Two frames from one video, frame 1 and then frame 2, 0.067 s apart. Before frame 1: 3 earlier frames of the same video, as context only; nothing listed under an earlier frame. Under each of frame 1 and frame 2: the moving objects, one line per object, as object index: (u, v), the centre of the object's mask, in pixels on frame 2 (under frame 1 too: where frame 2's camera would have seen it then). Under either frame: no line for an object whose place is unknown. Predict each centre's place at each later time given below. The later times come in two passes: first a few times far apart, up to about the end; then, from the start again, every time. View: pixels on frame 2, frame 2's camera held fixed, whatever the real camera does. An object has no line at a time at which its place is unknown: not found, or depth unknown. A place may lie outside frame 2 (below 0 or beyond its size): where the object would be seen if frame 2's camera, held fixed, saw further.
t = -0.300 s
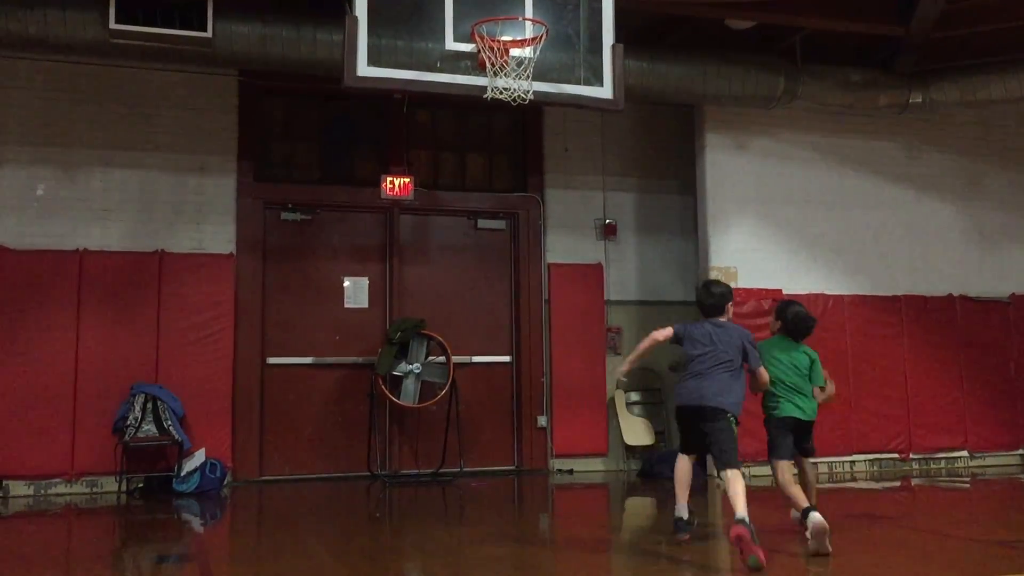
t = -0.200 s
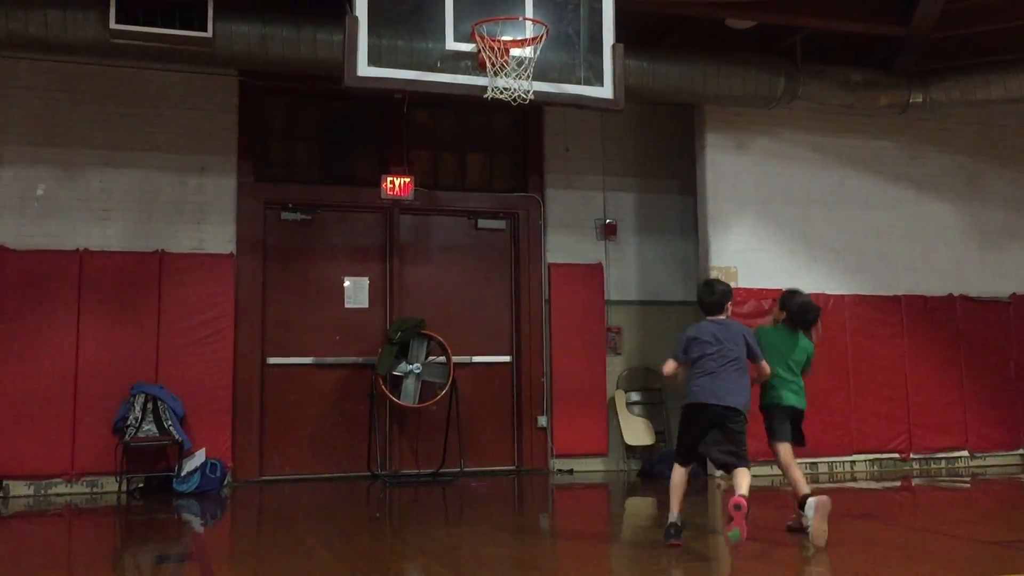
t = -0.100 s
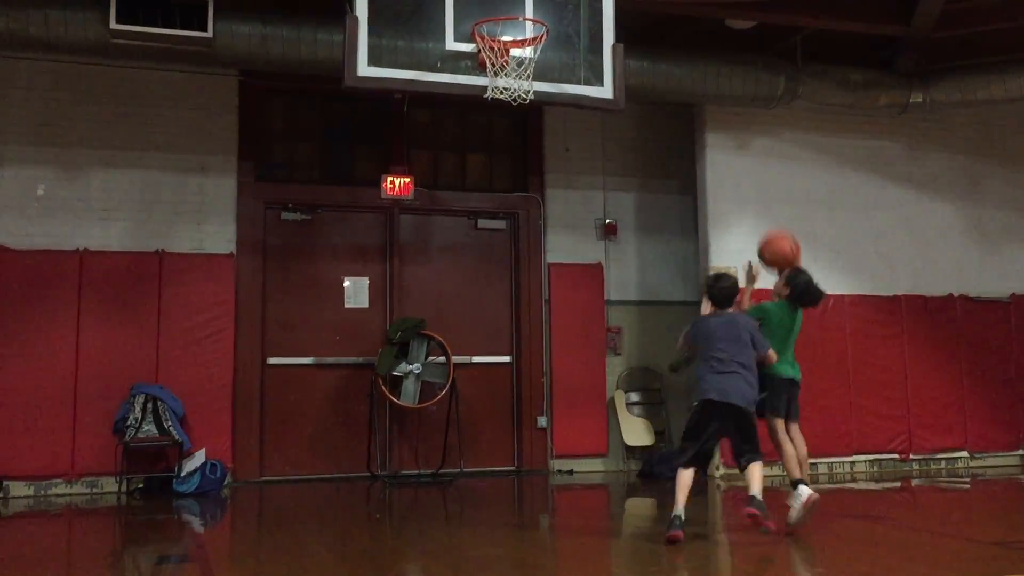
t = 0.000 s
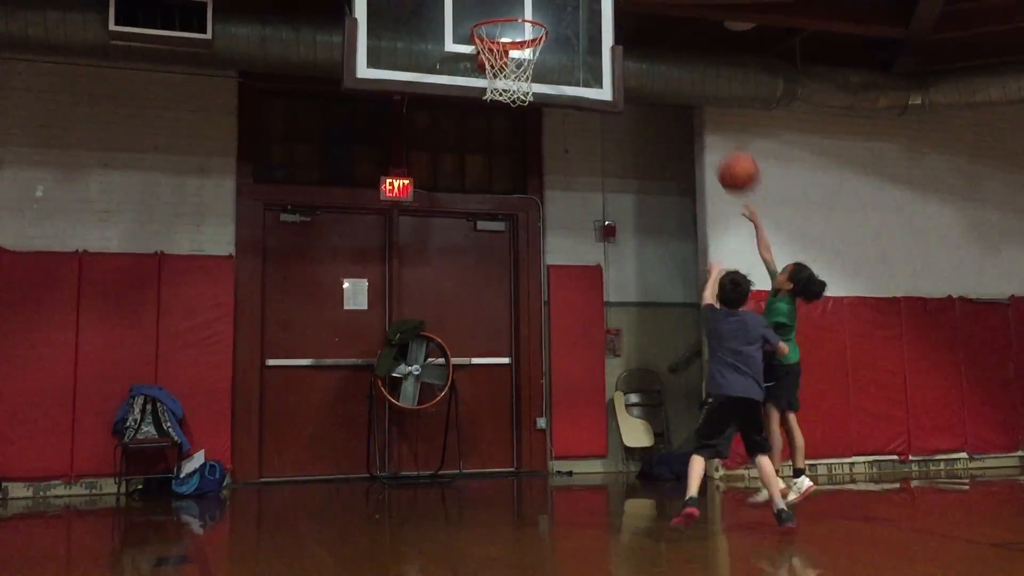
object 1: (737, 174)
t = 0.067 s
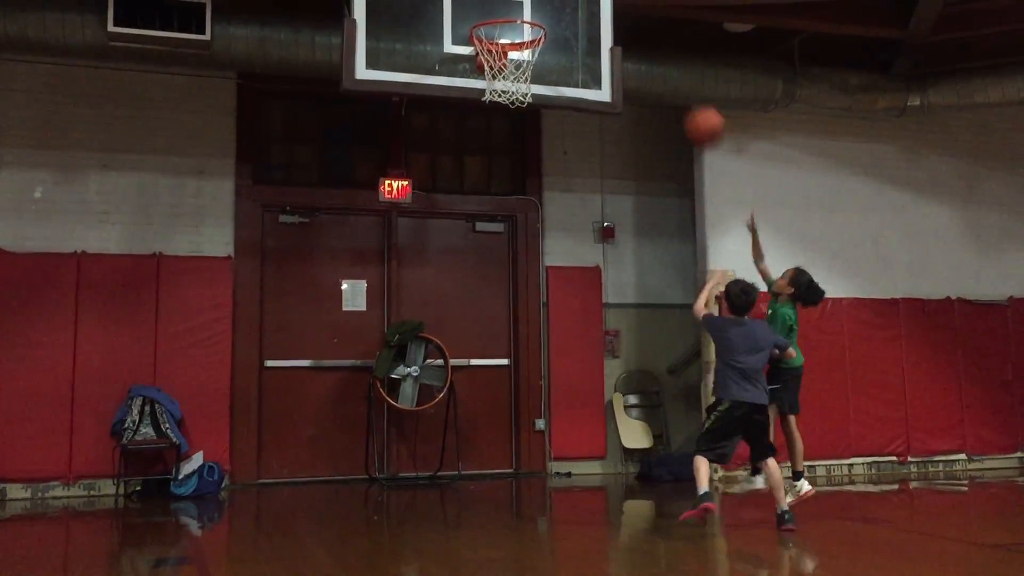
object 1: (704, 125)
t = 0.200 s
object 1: (645, 56)
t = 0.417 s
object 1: (557, 4)
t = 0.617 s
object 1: (498, 11)
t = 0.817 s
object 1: (512, 36)
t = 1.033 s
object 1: (525, 98)
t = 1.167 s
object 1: (523, 155)
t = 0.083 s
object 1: (697, 115)
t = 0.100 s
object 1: (690, 106)
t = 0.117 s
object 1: (682, 97)
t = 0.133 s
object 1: (675, 87)
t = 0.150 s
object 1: (668, 78)
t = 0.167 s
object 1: (659, 71)
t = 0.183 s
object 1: (651, 63)
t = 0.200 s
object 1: (645, 56)
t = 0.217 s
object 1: (638, 50)
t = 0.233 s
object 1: (631, 44)
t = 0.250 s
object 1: (624, 39)
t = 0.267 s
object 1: (617, 33)
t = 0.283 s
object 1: (610, 29)
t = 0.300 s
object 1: (603, 24)
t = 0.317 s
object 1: (595, 20)
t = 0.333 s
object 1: (588, 17)
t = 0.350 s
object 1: (582, 13)
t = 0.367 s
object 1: (576, 10)
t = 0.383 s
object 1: (569, 8)
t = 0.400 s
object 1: (562, 6)
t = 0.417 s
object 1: (557, 4)
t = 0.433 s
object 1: (550, 4)
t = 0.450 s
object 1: (544, 2)
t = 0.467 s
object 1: (538, 3)
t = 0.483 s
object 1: (532, 3)
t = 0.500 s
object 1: (525, 3)
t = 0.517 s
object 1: (519, 3)
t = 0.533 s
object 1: (512, 5)
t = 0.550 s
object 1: (506, 7)
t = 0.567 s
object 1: (503, 8)
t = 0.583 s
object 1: (501, 9)
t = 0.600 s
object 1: (500, 9)
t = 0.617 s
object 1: (498, 11)
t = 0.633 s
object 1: (497, 11)
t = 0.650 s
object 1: (495, 12)
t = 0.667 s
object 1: (493, 17)
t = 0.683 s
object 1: (492, 19)
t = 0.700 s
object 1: (489, 22)
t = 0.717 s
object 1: (488, 24)
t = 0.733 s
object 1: (492, 24)
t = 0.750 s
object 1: (494, 27)
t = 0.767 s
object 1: (499, 28)
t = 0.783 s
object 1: (501, 31)
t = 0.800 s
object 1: (508, 33)
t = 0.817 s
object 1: (512, 36)
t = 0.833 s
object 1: (514, 38)
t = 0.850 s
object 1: (517, 41)
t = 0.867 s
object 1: (517, 43)
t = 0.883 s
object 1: (519, 46)
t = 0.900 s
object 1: (522, 51)
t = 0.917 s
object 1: (522, 52)
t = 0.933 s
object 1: (524, 58)
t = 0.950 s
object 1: (526, 63)
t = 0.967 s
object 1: (525, 74)
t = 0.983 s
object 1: (524, 78)
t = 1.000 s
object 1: (524, 83)
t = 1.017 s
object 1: (524, 86)
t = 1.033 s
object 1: (525, 98)
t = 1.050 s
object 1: (525, 108)
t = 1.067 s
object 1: (524, 111)
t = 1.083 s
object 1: (523, 116)
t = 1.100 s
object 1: (524, 122)
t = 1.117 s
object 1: (523, 129)
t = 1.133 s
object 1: (523, 137)
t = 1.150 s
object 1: (523, 146)
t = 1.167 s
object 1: (523, 155)
